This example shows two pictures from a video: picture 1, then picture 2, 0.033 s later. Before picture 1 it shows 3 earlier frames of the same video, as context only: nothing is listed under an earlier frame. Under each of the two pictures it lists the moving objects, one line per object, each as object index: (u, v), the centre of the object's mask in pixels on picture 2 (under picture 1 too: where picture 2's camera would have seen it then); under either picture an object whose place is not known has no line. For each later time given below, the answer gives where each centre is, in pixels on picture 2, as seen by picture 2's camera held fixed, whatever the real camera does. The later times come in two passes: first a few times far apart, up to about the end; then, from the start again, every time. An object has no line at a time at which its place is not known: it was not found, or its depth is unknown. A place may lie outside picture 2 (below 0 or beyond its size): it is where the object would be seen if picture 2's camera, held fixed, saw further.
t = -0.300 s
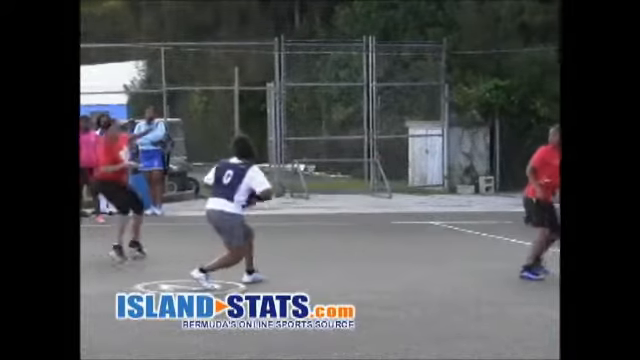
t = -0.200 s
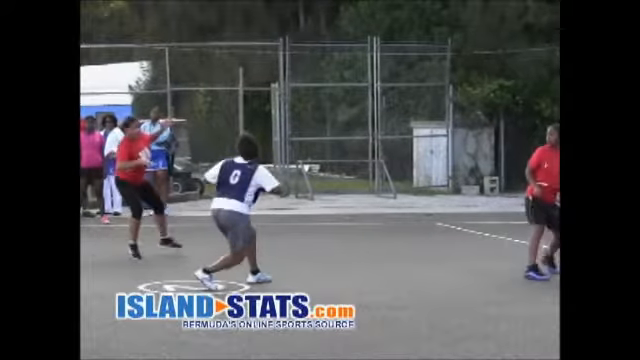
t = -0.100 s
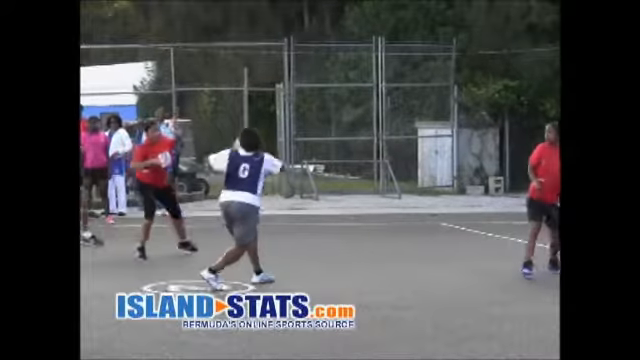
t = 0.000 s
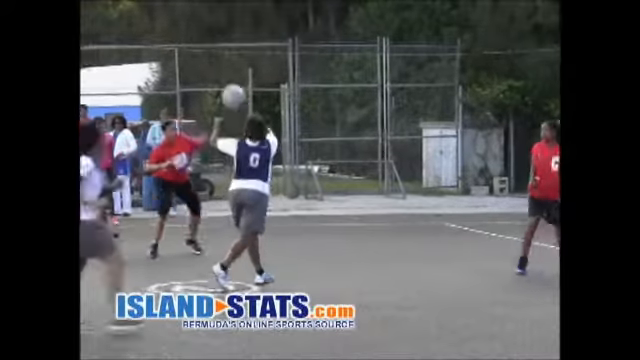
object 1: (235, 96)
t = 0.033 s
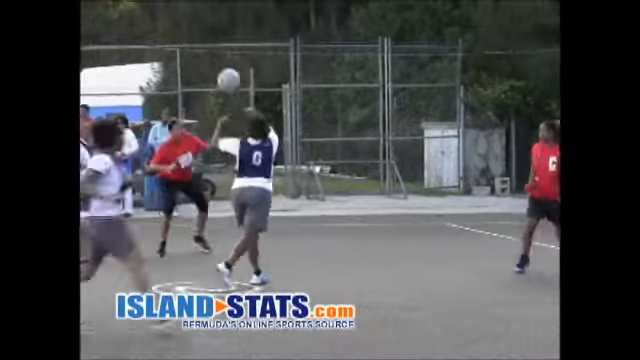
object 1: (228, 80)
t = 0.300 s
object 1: (185, 5)
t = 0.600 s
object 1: (145, 7)
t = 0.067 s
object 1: (222, 66)
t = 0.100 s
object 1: (216, 52)
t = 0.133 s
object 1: (210, 41)
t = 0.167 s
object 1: (205, 31)
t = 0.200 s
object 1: (200, 22)
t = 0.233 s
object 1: (195, 14)
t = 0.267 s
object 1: (189, 8)
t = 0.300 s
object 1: (185, 5)
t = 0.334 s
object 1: (180, 4)
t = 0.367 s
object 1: (174, 3)
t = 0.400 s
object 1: (170, 2)
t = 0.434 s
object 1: (166, 1)
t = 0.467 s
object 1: (161, 0)
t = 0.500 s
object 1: (158, 1)
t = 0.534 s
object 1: (153, 3)
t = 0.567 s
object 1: (149, 4)
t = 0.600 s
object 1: (145, 7)
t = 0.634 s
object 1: (142, 12)
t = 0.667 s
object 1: (139, 18)
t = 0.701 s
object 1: (136, 25)
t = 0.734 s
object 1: (132, 33)
